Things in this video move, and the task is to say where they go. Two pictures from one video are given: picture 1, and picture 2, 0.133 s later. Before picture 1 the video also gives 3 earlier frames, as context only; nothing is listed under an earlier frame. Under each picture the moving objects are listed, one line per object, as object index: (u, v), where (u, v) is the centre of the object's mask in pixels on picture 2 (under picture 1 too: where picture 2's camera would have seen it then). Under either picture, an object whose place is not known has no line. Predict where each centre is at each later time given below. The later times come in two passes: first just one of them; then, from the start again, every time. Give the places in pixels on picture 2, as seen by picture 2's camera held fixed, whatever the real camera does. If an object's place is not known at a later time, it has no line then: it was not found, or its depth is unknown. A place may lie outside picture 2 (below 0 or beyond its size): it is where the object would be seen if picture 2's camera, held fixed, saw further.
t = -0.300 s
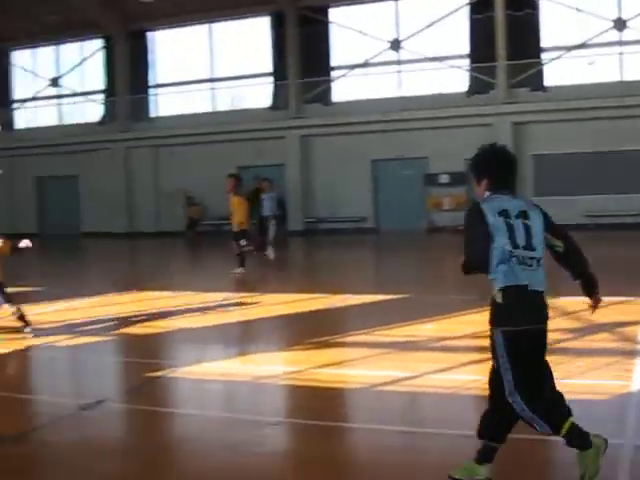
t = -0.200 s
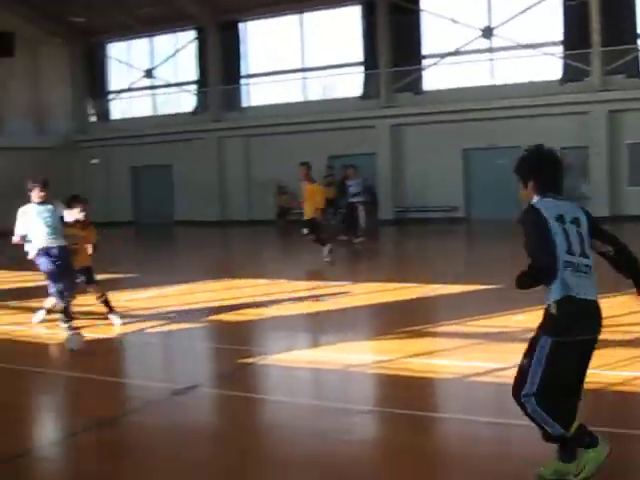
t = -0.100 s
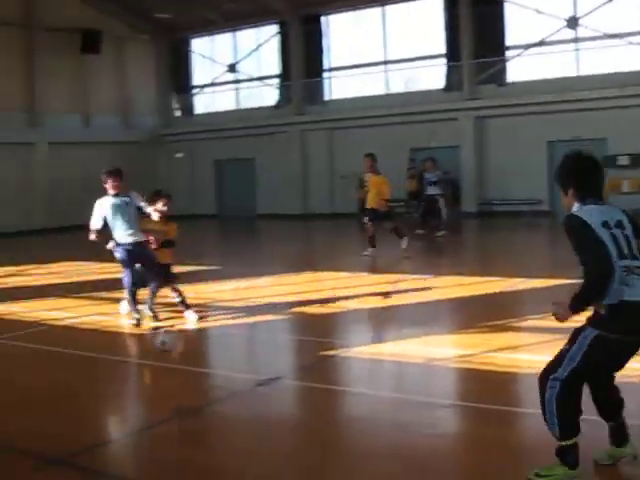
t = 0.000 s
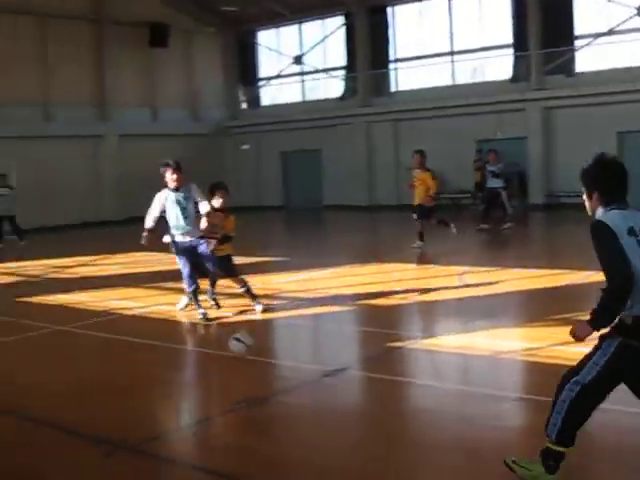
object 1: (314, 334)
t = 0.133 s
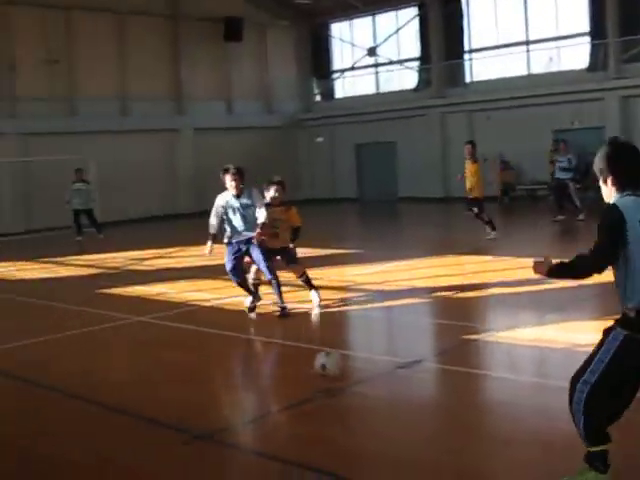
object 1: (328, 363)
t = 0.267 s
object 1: (342, 391)
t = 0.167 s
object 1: (330, 368)
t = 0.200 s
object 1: (334, 375)
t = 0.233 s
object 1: (339, 384)
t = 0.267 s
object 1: (342, 391)
